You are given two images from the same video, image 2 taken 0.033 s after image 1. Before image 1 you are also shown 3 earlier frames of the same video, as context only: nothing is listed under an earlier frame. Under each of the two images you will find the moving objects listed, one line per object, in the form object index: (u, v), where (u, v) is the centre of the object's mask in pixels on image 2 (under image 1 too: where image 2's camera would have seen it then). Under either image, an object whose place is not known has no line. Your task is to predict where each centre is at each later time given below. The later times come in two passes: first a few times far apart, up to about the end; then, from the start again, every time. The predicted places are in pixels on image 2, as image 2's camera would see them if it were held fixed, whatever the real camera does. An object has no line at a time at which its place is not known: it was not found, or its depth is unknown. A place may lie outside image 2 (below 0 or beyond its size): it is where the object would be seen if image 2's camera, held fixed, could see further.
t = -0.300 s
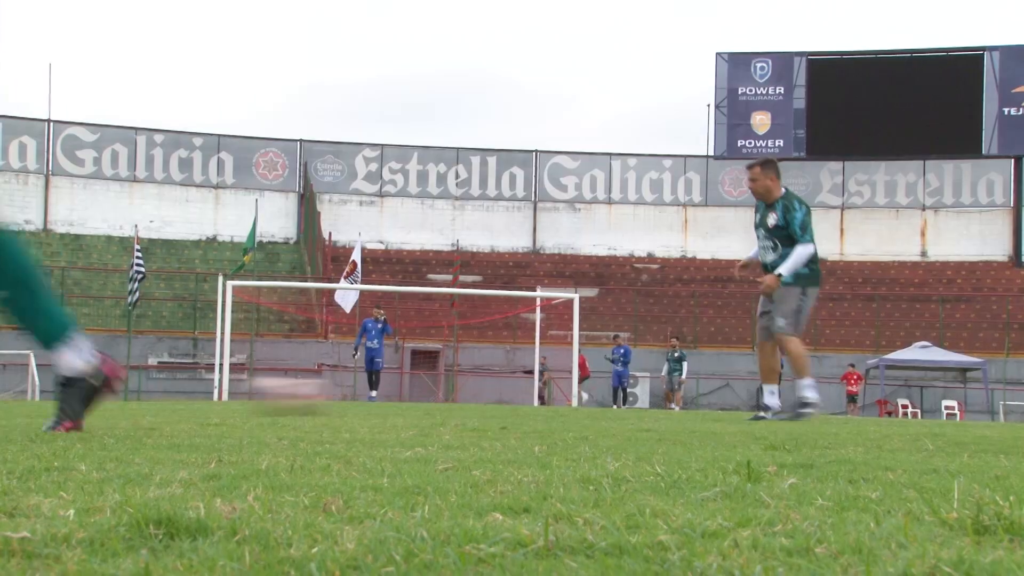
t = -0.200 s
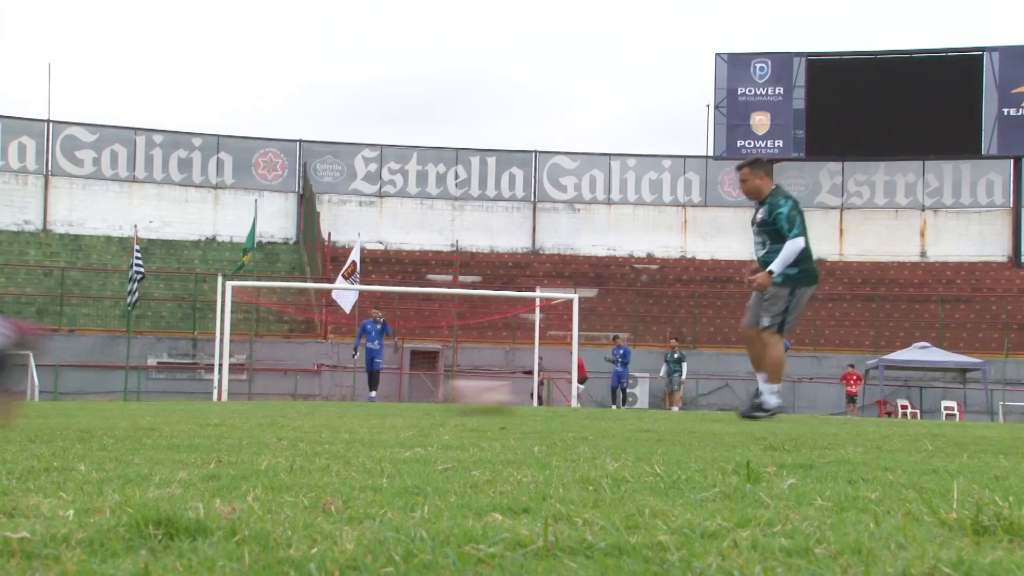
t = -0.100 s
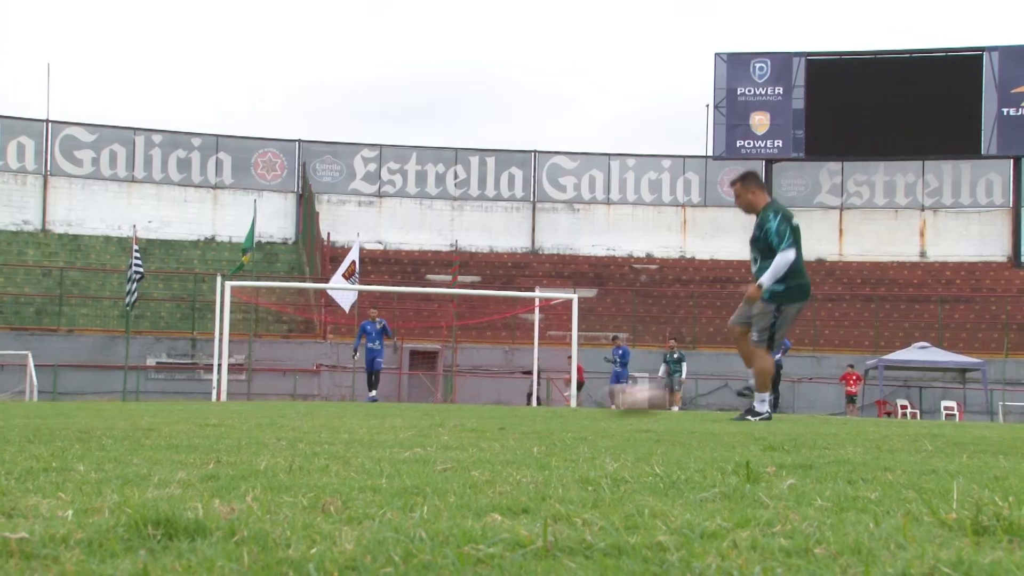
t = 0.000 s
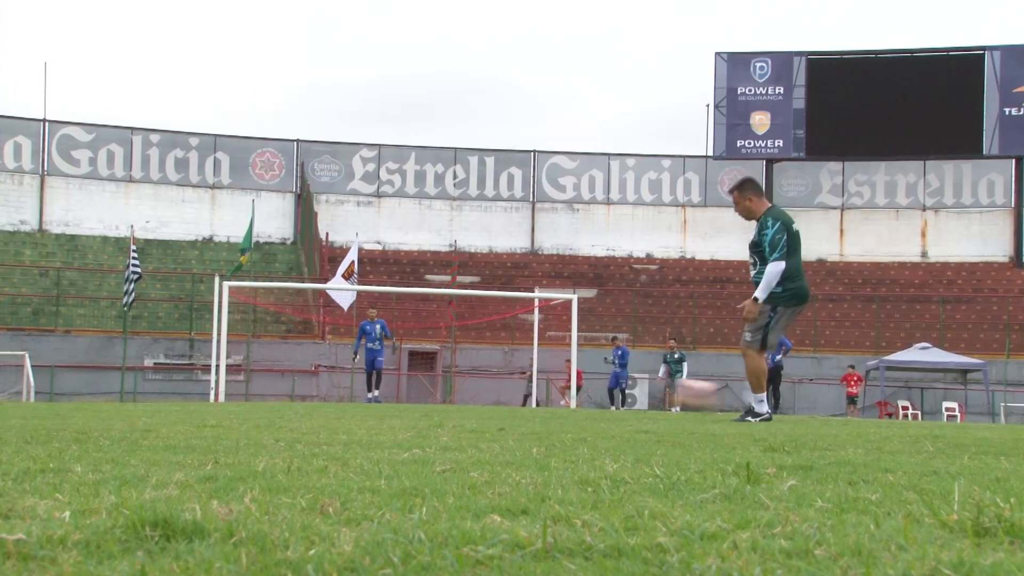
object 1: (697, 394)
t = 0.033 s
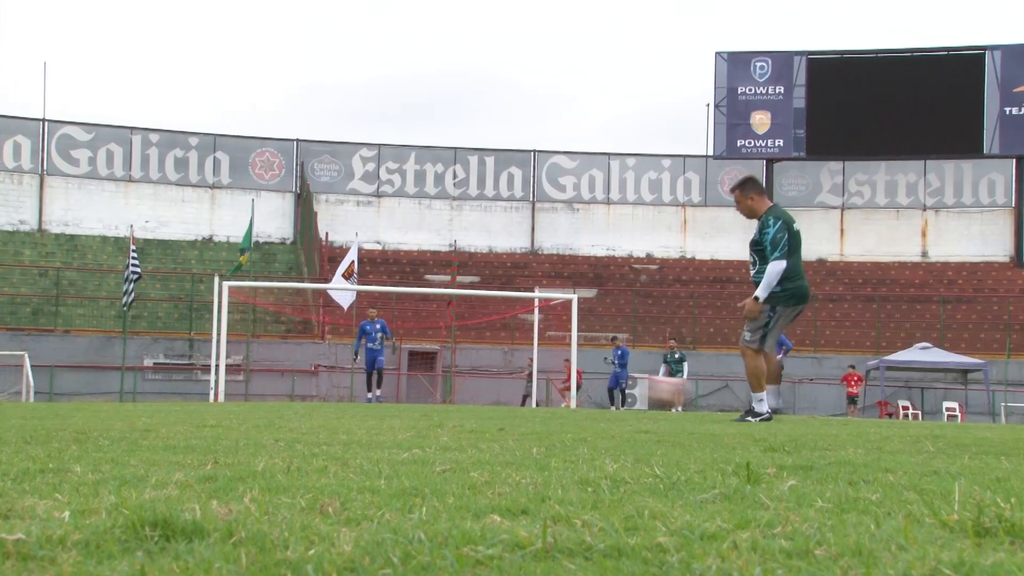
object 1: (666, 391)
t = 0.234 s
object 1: (492, 398)
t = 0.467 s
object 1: (347, 397)
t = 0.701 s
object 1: (246, 396)
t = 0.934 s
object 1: (171, 394)
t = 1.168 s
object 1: (106, 394)
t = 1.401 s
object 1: (46, 394)
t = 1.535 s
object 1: (14, 393)
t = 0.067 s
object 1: (640, 390)
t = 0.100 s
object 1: (603, 390)
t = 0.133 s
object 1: (579, 391)
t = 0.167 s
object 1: (552, 394)
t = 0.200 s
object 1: (516, 399)
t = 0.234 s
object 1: (492, 398)
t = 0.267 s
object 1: (472, 394)
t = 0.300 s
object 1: (451, 391)
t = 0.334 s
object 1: (429, 390)
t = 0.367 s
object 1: (412, 390)
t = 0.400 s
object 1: (391, 391)
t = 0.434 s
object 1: (369, 394)
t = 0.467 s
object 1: (347, 397)
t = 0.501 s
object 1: (332, 395)
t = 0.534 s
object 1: (318, 393)
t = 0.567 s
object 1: (303, 391)
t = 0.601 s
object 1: (289, 390)
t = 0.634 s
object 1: (275, 392)
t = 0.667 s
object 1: (258, 394)
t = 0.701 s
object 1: (246, 396)
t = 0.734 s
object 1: (236, 393)
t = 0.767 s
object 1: (226, 392)
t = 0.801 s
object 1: (213, 390)
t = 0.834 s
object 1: (202, 391)
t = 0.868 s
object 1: (193, 393)
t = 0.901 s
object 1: (182, 395)
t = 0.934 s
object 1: (171, 394)
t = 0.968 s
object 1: (162, 393)
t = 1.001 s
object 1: (154, 393)
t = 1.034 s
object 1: (143, 393)
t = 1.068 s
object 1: (133, 395)
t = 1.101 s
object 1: (124, 395)
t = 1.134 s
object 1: (115, 394)
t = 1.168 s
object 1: (106, 394)
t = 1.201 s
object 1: (98, 395)
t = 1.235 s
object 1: (88, 394)
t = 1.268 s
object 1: (80, 394)
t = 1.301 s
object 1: (72, 394)
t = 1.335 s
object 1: (62, 395)
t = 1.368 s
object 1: (54, 394)
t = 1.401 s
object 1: (46, 394)
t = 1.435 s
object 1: (37, 394)
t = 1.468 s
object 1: (29, 395)
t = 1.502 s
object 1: (20, 394)
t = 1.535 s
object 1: (14, 393)
